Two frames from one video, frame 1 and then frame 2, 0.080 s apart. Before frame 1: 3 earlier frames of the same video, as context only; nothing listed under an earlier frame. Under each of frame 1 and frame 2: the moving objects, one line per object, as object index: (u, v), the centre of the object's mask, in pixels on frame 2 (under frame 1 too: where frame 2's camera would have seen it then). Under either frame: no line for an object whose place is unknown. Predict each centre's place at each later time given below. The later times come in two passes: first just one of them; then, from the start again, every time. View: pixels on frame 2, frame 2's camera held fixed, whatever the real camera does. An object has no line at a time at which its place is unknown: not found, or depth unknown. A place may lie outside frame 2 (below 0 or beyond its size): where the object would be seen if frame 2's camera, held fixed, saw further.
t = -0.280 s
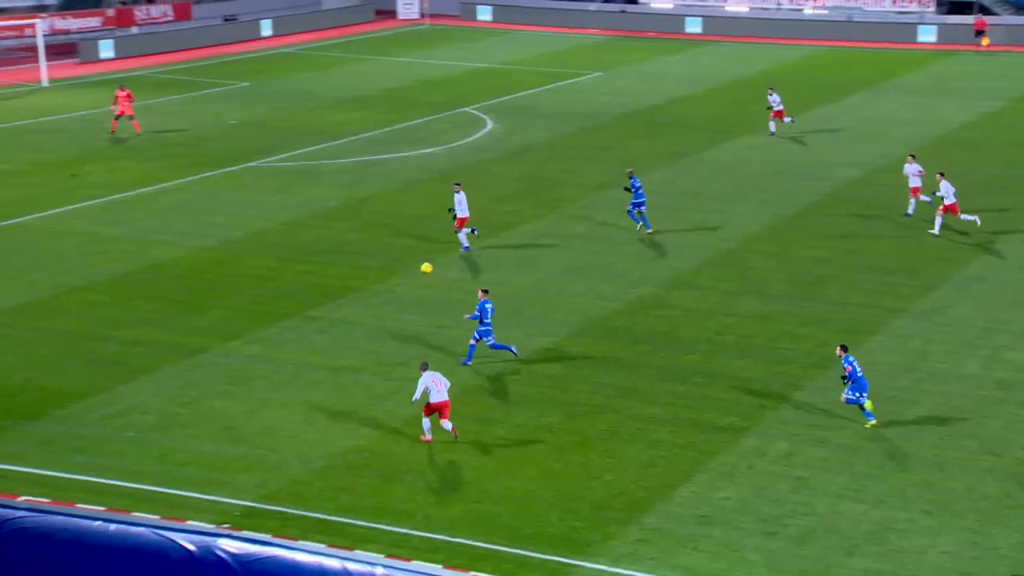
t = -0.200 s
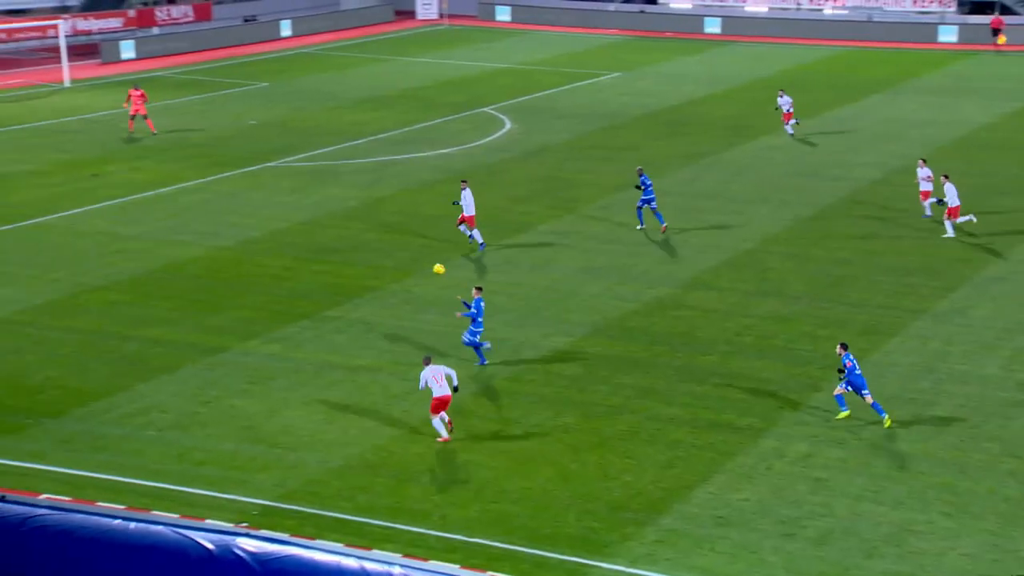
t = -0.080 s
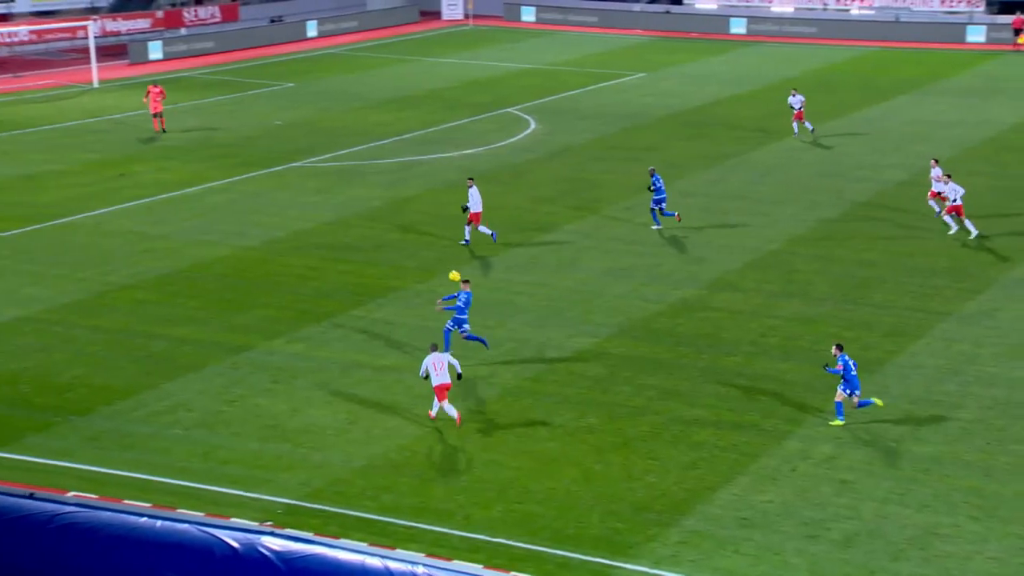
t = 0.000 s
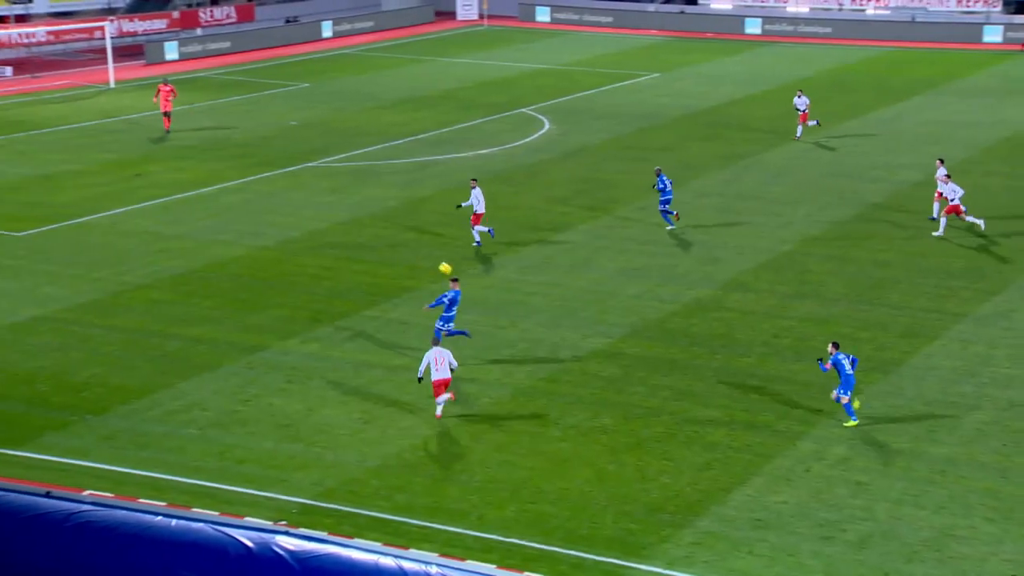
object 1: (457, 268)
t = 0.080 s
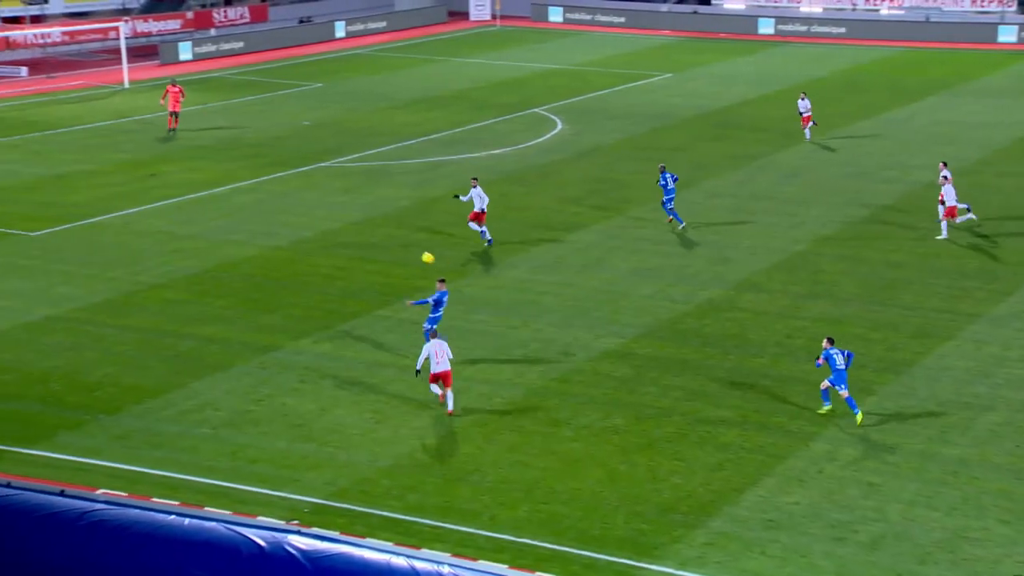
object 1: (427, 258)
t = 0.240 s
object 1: (369, 245)
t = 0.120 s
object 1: (413, 253)
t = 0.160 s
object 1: (398, 250)
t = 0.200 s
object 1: (384, 248)
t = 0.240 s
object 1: (369, 245)
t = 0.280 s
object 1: (355, 244)
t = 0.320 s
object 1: (341, 244)
